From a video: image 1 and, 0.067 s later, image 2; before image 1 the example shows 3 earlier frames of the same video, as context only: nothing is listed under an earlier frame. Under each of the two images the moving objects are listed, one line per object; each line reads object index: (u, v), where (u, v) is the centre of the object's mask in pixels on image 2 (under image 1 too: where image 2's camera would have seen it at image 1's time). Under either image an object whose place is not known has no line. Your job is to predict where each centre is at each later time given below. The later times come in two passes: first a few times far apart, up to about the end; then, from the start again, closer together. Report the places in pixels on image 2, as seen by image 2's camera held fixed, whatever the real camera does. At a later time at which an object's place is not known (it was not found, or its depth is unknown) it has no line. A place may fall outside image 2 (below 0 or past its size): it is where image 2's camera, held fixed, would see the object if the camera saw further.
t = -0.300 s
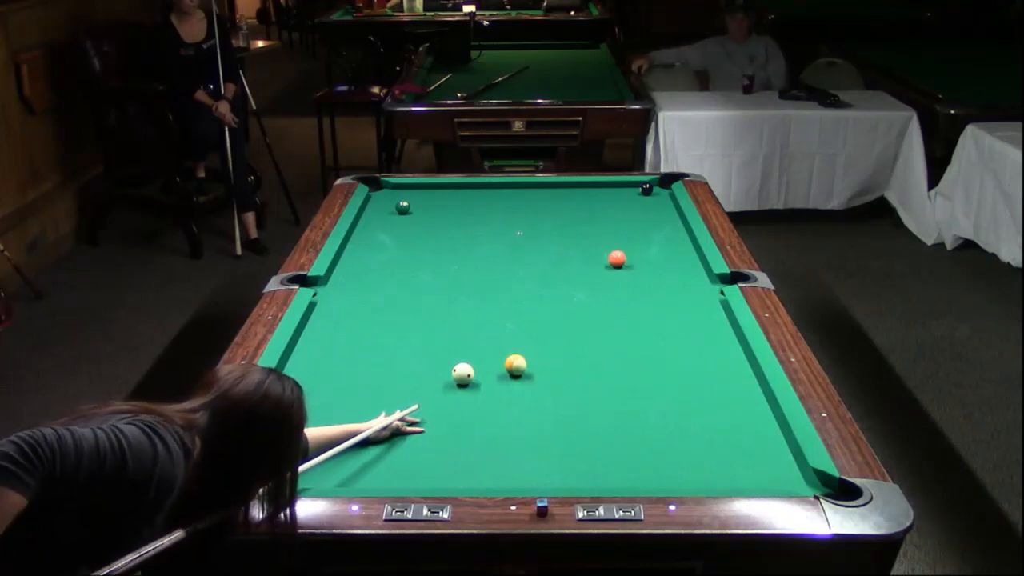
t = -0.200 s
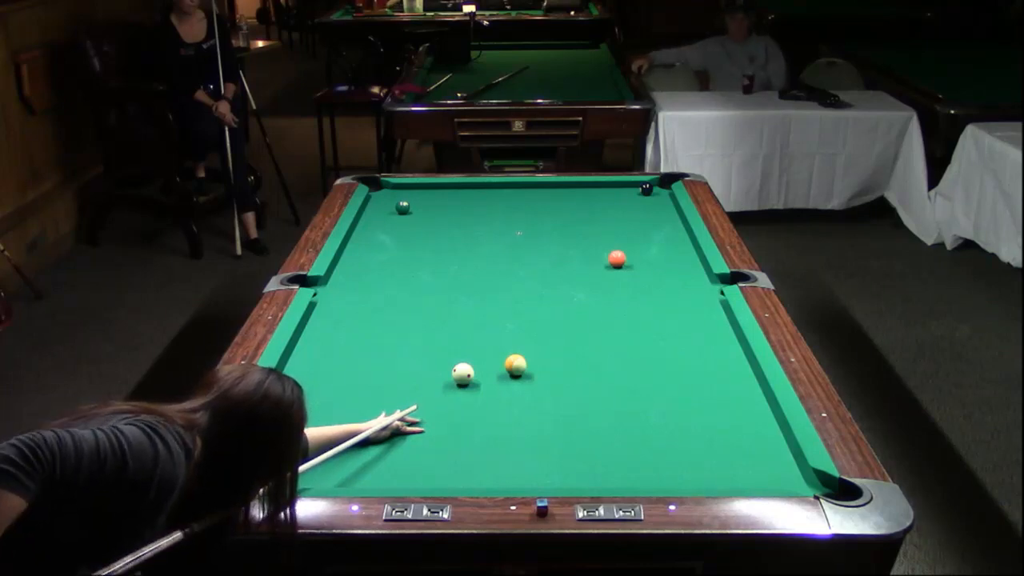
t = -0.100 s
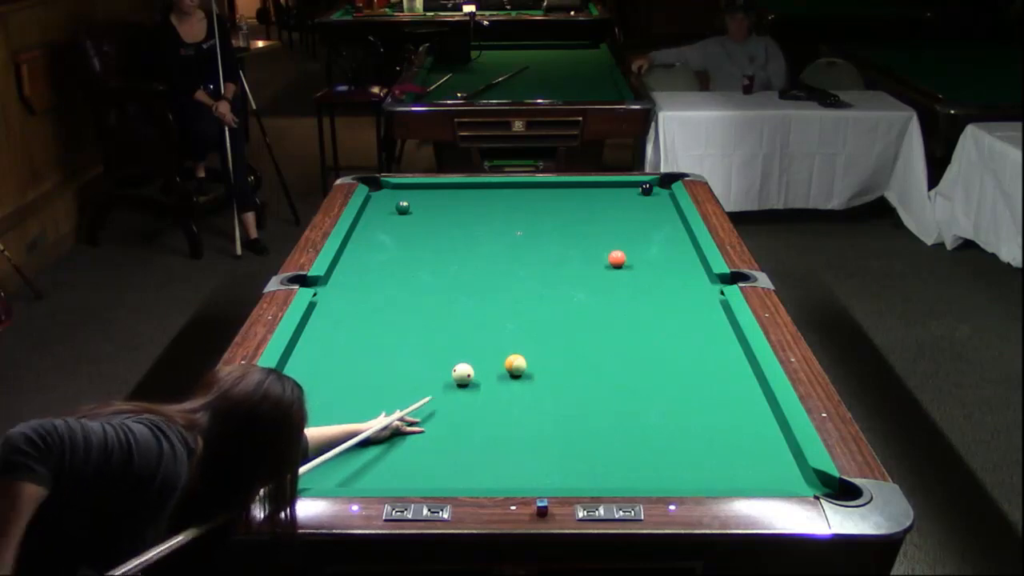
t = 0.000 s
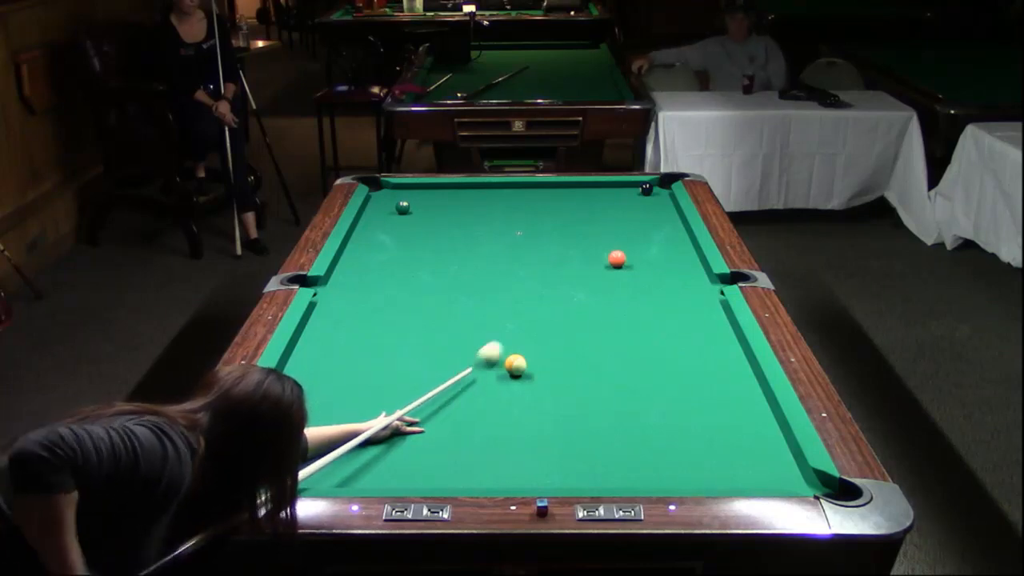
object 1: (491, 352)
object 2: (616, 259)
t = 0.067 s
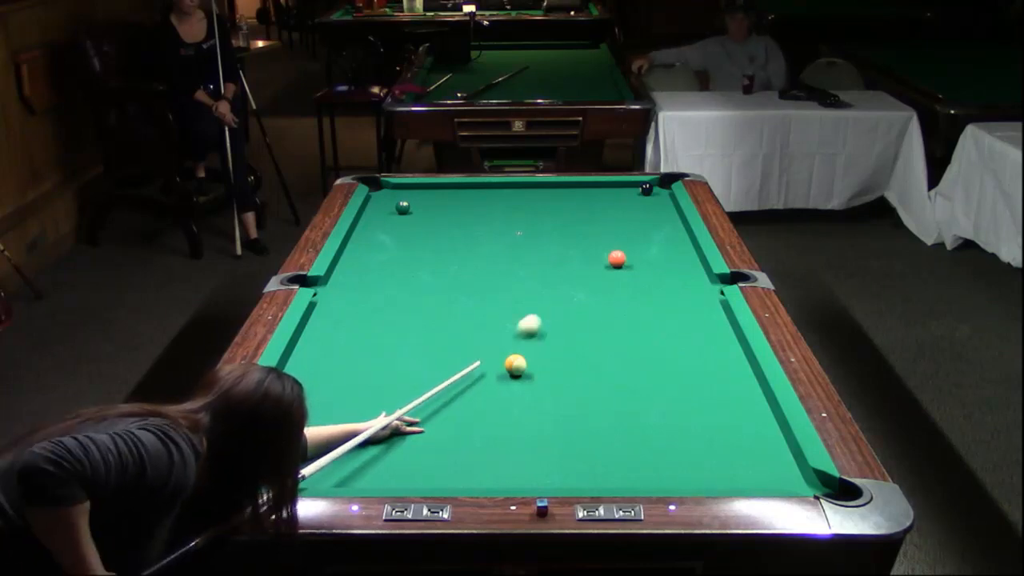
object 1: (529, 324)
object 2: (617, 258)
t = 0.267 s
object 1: (614, 264)
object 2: (619, 254)
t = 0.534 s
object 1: (653, 264)
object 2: (650, 207)
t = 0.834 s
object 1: (694, 263)
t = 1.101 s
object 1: (686, 265)
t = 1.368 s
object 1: (672, 266)
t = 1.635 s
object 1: (658, 268)
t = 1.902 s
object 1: (646, 270)
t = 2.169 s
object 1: (635, 272)
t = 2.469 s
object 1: (624, 273)
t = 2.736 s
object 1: (616, 273)
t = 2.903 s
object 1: (613, 275)
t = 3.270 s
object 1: (605, 276)
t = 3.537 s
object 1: (601, 276)
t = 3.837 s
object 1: (599, 277)
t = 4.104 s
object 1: (599, 277)
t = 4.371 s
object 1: (599, 277)
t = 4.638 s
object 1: (599, 277)
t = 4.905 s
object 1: (599, 277)
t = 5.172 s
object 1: (599, 277)
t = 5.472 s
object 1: (599, 277)
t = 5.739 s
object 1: (599, 277)
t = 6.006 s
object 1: (599, 277)
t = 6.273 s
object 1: (599, 277)
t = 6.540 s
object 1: (599, 277)
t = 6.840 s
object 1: (599, 277)
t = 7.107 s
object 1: (599, 277)
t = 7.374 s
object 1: (599, 277)
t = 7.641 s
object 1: (599, 277)
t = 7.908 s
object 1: (599, 277)
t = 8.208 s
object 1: (599, 277)
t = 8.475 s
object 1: (599, 277)
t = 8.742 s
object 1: (599, 277)
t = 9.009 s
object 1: (599, 277)
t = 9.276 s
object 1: (599, 277)
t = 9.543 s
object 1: (599, 277)
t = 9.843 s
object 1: (599, 277)
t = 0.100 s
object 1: (546, 312)
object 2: (616, 259)
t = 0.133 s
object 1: (562, 301)
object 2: (616, 259)
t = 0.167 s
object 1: (577, 290)
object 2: (617, 258)
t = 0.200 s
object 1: (590, 281)
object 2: (616, 259)
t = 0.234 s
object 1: (603, 271)
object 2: (617, 258)
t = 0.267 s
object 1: (614, 264)
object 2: (619, 254)
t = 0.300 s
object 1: (620, 264)
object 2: (622, 249)
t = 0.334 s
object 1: (625, 264)
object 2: (627, 243)
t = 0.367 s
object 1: (630, 264)
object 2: (631, 236)
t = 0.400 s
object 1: (634, 264)
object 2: (636, 229)
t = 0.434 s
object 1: (639, 264)
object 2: (640, 223)
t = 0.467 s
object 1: (644, 264)
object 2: (643, 217)
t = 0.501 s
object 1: (649, 264)
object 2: (647, 212)
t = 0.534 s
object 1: (653, 264)
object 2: (650, 207)
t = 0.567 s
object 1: (658, 264)
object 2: (653, 202)
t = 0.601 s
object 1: (663, 264)
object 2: (656, 198)
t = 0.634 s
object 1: (667, 264)
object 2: (659, 193)
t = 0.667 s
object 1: (672, 264)
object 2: (661, 189)
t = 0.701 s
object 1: (676, 263)
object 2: (664, 185)
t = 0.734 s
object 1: (680, 263)
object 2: (666, 182)
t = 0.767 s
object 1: (685, 263)
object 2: (669, 180)
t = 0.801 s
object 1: (689, 263)
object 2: (675, 181)
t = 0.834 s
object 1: (694, 263)
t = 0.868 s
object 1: (698, 263)
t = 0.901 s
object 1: (698, 263)
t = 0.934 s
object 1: (696, 263)
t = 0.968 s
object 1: (694, 263)
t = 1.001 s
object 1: (692, 264)
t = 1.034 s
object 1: (690, 264)
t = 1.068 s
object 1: (688, 264)
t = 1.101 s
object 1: (686, 265)
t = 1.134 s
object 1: (684, 265)
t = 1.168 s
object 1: (682, 265)
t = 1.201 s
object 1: (681, 265)
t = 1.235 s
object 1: (678, 266)
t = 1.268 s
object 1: (677, 266)
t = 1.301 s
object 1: (675, 266)
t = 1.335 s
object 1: (673, 266)
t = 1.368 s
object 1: (672, 266)
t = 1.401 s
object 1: (670, 267)
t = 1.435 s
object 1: (668, 267)
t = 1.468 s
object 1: (666, 267)
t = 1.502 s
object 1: (665, 267)
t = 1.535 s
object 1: (663, 267)
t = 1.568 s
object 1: (661, 268)
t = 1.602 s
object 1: (660, 268)
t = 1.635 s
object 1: (658, 268)
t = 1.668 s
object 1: (656, 269)
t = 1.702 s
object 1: (655, 269)
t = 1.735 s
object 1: (653, 269)
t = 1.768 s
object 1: (651, 269)
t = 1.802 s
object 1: (650, 269)
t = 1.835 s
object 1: (648, 270)
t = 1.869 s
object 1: (647, 270)
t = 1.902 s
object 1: (646, 270)
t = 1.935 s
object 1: (644, 270)
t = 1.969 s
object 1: (643, 270)
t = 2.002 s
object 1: (641, 271)
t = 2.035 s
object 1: (640, 271)
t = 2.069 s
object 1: (639, 271)
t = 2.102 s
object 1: (637, 271)
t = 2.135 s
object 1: (636, 271)
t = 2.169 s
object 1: (635, 272)
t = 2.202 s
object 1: (633, 272)
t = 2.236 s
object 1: (632, 272)
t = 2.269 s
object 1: (631, 272)
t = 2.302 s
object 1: (630, 272)
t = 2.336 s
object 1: (629, 272)
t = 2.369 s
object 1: (628, 272)
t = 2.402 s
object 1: (626, 273)
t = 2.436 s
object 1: (625, 273)
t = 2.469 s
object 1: (624, 273)
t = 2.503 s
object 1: (623, 273)
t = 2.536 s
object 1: (622, 273)
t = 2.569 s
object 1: (621, 273)
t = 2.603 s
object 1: (620, 274)
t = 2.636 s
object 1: (619, 274)
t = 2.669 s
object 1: (618, 274)
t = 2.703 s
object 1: (618, 274)
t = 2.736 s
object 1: (616, 273)
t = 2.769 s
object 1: (615, 274)
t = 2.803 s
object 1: (615, 275)
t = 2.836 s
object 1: (614, 275)
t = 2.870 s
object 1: (613, 275)
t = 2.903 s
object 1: (613, 275)
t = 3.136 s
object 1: (607, 276)
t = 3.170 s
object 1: (607, 276)
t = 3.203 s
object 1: (607, 276)
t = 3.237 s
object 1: (606, 276)
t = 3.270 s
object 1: (605, 276)
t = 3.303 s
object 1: (604, 276)
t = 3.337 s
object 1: (604, 276)
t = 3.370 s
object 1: (604, 276)
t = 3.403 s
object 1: (603, 276)
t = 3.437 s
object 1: (603, 276)
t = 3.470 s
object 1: (602, 276)
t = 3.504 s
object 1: (602, 276)
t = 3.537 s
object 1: (601, 276)
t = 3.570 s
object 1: (601, 276)
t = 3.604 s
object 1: (601, 277)
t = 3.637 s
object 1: (600, 276)
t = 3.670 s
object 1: (600, 276)
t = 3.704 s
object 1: (600, 276)
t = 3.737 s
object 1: (600, 277)
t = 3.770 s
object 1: (600, 277)
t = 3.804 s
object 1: (600, 277)
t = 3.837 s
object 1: (599, 277)
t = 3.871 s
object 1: (599, 277)
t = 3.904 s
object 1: (599, 277)
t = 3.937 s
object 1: (599, 277)
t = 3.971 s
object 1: (599, 277)
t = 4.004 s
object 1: (599, 277)
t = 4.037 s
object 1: (599, 277)
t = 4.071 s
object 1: (599, 277)
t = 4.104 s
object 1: (599, 277)
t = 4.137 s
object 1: (599, 277)
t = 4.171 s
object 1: (599, 277)
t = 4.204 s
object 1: (599, 277)
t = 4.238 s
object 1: (599, 277)
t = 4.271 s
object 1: (599, 277)
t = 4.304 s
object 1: (599, 277)
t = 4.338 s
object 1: (599, 277)
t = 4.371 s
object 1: (599, 277)
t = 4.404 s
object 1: (599, 277)
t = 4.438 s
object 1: (599, 277)
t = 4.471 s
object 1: (599, 277)
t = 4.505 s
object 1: (599, 277)
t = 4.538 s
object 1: (599, 277)
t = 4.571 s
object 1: (599, 277)
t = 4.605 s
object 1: (599, 277)
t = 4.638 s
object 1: (599, 277)
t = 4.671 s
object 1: (599, 277)
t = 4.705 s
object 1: (599, 277)
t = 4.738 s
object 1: (599, 277)
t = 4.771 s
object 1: (599, 277)
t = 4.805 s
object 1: (599, 277)
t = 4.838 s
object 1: (599, 277)
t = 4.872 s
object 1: (599, 277)
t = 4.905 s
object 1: (599, 277)
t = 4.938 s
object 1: (599, 277)
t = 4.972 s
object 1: (599, 277)
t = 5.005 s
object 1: (599, 277)
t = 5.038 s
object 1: (599, 277)
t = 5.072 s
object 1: (599, 277)
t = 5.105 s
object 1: (599, 277)
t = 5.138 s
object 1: (599, 277)
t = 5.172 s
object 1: (599, 277)
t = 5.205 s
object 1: (599, 277)
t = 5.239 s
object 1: (599, 277)
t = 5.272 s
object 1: (599, 277)
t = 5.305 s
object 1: (599, 277)
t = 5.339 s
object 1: (599, 277)
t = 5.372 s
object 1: (599, 277)
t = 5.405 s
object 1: (599, 277)
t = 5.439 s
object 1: (599, 277)
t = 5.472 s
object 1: (599, 277)
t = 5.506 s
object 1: (599, 277)
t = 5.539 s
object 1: (599, 277)
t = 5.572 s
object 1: (599, 277)
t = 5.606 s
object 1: (599, 277)
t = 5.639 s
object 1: (599, 277)
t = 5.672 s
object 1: (599, 277)
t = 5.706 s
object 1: (599, 277)
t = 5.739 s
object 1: (599, 277)
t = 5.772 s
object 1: (599, 277)
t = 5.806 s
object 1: (599, 277)
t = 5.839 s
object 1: (599, 277)
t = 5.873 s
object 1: (599, 277)
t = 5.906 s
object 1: (599, 277)
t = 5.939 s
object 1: (599, 277)
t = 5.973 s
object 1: (599, 277)
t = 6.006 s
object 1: (599, 277)
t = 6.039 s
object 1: (599, 277)
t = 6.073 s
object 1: (599, 277)
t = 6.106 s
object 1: (599, 277)
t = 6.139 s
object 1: (599, 277)
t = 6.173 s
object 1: (599, 277)
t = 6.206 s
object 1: (599, 277)
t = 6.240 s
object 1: (599, 277)
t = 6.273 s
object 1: (599, 277)
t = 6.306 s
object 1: (599, 277)
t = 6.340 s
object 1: (599, 277)
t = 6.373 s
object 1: (599, 277)
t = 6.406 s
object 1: (599, 277)
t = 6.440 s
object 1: (599, 277)
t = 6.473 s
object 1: (599, 277)
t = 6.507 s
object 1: (599, 277)
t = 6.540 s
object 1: (599, 277)
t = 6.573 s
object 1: (599, 277)
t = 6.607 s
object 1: (599, 277)
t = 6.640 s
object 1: (599, 277)
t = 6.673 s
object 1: (599, 277)
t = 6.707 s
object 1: (600, 276)
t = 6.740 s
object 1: (599, 277)
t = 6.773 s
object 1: (599, 277)
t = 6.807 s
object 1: (599, 277)
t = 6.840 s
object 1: (599, 277)
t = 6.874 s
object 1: (599, 277)
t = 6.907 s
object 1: (599, 277)
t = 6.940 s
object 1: (599, 277)
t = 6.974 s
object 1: (599, 277)
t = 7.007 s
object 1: (599, 277)
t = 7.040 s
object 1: (599, 277)
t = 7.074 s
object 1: (599, 277)
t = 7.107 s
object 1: (599, 277)
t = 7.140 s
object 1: (599, 277)
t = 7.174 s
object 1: (599, 277)
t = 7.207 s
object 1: (599, 277)
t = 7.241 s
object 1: (599, 277)
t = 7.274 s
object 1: (599, 277)
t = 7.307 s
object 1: (599, 277)
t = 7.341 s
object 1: (599, 277)
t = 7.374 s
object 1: (599, 277)
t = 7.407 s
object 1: (599, 277)
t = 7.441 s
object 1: (599, 277)
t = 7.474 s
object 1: (599, 277)
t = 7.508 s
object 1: (599, 277)
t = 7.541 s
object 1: (599, 277)
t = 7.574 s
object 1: (599, 277)
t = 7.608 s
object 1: (599, 277)
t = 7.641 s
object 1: (599, 277)
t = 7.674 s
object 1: (599, 277)
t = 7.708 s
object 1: (599, 277)
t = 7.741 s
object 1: (599, 277)
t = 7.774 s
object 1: (599, 277)
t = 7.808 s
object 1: (599, 276)
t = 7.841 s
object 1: (598, 276)
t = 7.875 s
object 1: (598, 278)
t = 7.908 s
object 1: (599, 277)
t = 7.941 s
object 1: (599, 277)
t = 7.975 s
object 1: (599, 277)
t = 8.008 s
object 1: (599, 277)
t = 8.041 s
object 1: (599, 277)
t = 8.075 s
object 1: (599, 277)
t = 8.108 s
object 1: (599, 277)
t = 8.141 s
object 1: (599, 277)
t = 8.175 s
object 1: (599, 277)
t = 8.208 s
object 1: (599, 277)
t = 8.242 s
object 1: (599, 277)
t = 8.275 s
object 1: (599, 277)
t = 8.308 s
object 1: (599, 277)
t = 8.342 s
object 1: (599, 277)
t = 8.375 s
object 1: (599, 277)
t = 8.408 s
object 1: (599, 277)
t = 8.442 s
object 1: (599, 277)
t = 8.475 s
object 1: (599, 277)
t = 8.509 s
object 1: (599, 277)
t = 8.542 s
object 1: (599, 277)
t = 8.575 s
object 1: (599, 277)
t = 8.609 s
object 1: (599, 277)
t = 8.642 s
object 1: (599, 277)
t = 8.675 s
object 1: (599, 277)
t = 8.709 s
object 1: (599, 277)
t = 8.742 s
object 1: (599, 277)
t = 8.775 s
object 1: (599, 277)
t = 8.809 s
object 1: (599, 277)
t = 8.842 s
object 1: (599, 277)
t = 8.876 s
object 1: (599, 277)
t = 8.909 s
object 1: (599, 277)
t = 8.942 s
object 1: (599, 277)
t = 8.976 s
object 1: (599, 277)
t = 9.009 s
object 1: (599, 277)
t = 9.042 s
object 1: (599, 277)
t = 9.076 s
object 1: (599, 277)
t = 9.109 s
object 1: (599, 277)
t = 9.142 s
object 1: (599, 277)
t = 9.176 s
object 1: (599, 277)
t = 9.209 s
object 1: (599, 277)
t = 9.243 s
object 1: (599, 277)
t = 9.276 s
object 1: (599, 277)
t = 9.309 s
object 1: (599, 277)
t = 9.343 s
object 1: (599, 277)
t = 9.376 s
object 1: (599, 277)
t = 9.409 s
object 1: (599, 277)
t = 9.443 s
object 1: (599, 277)
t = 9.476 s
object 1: (599, 277)
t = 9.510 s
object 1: (599, 277)
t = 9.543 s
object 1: (599, 277)
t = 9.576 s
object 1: (599, 277)
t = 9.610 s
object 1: (599, 277)
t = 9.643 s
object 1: (599, 277)
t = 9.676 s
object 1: (599, 277)
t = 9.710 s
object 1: (599, 277)
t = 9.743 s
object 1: (599, 277)
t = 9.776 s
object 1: (599, 277)
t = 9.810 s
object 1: (599, 277)
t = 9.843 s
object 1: (599, 277)
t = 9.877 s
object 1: (599, 277)
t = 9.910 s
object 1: (599, 277)
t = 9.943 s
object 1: (599, 277)
